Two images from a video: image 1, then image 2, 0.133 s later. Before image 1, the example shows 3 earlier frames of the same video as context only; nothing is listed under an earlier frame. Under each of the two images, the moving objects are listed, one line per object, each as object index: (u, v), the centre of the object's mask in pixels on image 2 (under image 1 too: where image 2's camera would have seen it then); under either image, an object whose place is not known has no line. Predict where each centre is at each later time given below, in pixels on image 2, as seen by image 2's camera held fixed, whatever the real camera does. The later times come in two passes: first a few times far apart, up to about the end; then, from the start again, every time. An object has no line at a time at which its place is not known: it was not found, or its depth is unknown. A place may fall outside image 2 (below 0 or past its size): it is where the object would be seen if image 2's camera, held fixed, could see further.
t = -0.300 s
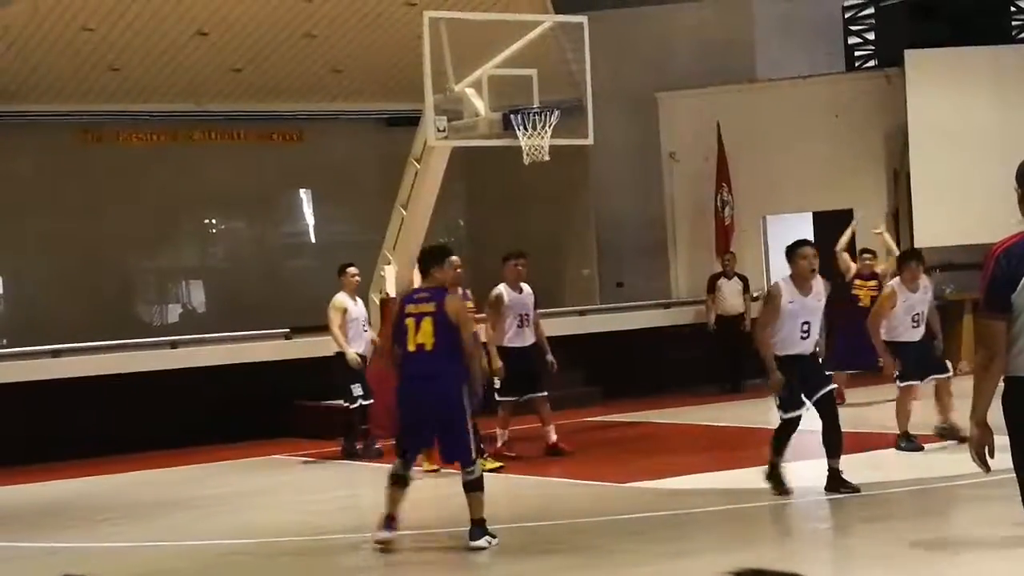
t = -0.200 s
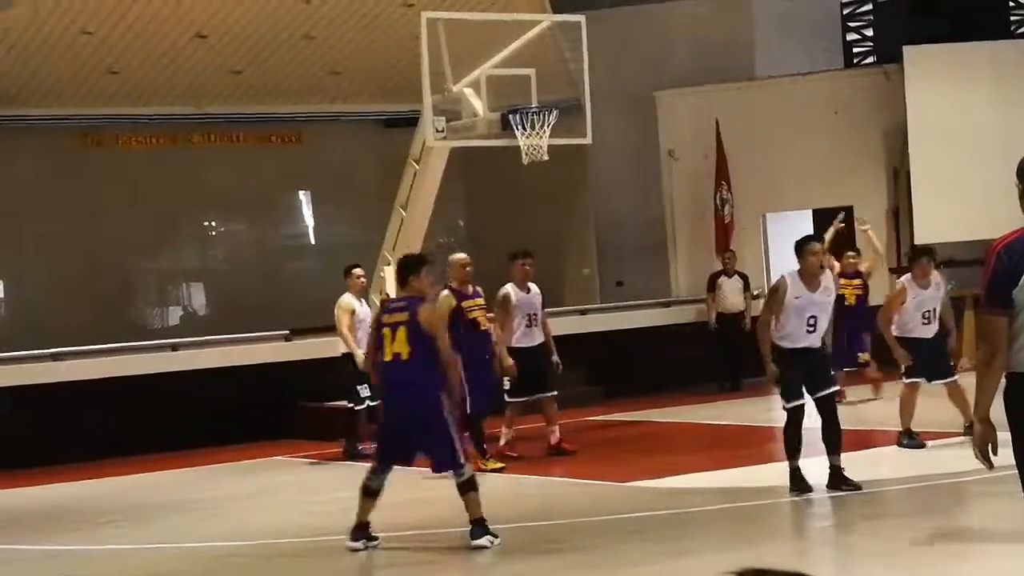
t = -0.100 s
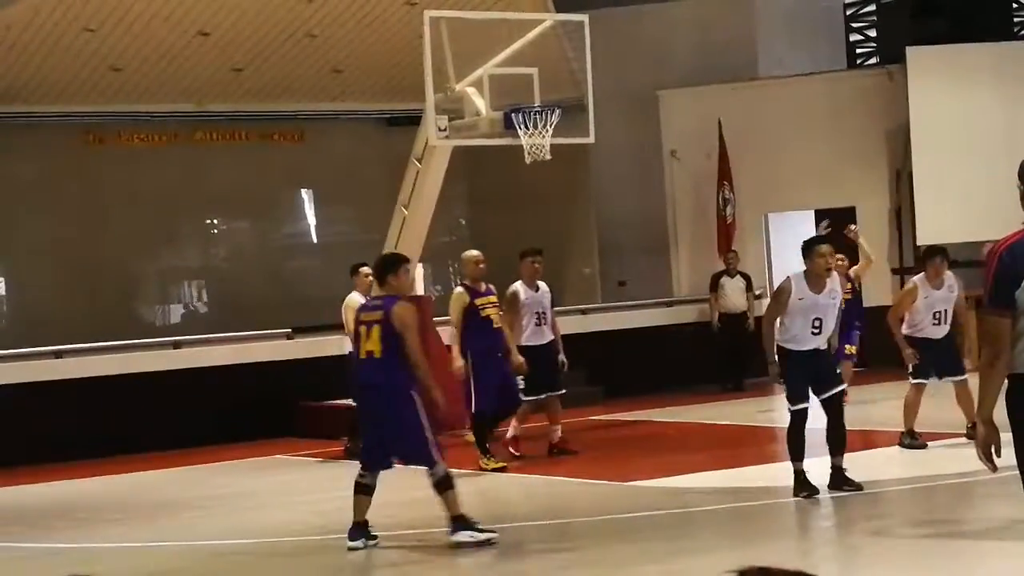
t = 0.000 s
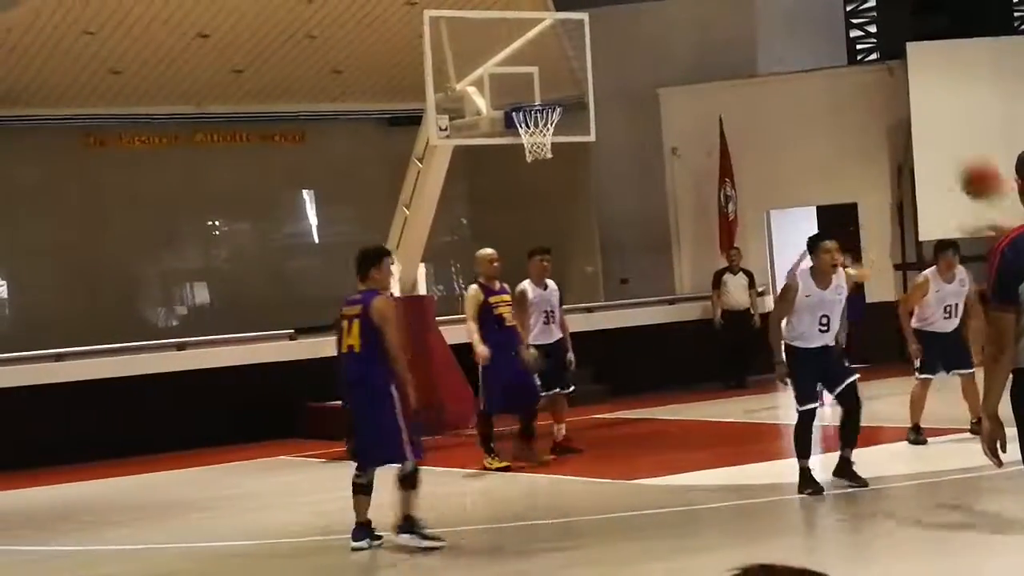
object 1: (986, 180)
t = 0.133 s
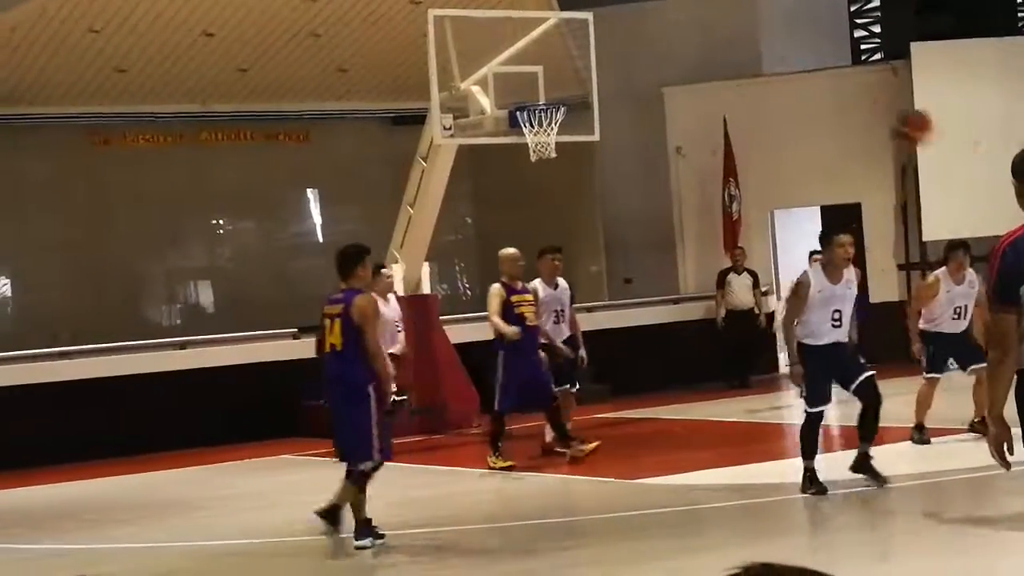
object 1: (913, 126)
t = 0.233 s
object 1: (869, 108)
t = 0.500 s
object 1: (789, 127)
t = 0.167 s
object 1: (898, 120)
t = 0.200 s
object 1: (883, 113)
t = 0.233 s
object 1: (869, 108)
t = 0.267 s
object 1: (857, 106)
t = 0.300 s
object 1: (847, 105)
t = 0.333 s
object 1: (835, 105)
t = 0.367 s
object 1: (824, 107)
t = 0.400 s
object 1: (815, 110)
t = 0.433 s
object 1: (805, 115)
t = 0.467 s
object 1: (797, 120)
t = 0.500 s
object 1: (789, 127)
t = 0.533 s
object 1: (781, 134)
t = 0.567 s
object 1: (773, 141)
